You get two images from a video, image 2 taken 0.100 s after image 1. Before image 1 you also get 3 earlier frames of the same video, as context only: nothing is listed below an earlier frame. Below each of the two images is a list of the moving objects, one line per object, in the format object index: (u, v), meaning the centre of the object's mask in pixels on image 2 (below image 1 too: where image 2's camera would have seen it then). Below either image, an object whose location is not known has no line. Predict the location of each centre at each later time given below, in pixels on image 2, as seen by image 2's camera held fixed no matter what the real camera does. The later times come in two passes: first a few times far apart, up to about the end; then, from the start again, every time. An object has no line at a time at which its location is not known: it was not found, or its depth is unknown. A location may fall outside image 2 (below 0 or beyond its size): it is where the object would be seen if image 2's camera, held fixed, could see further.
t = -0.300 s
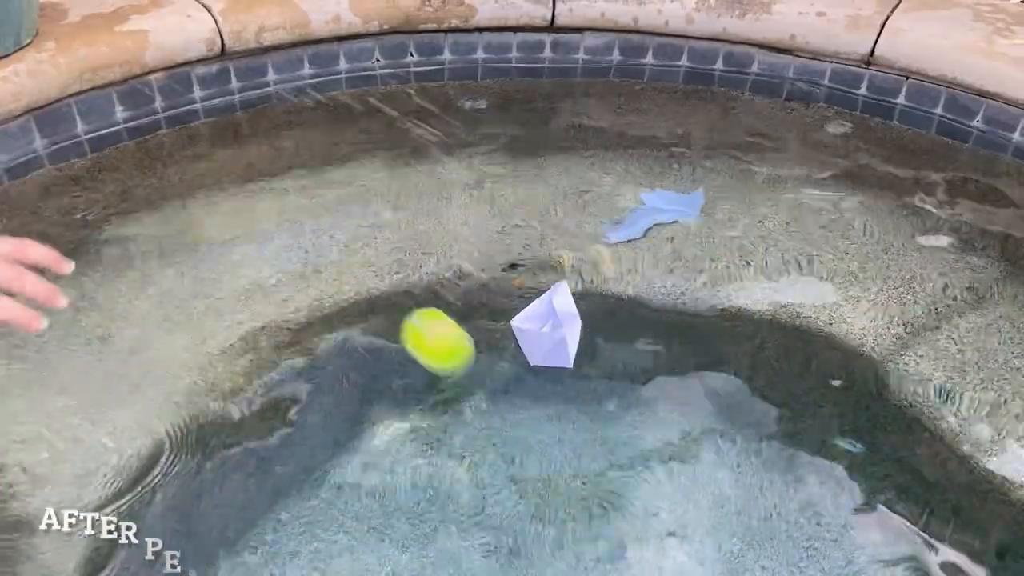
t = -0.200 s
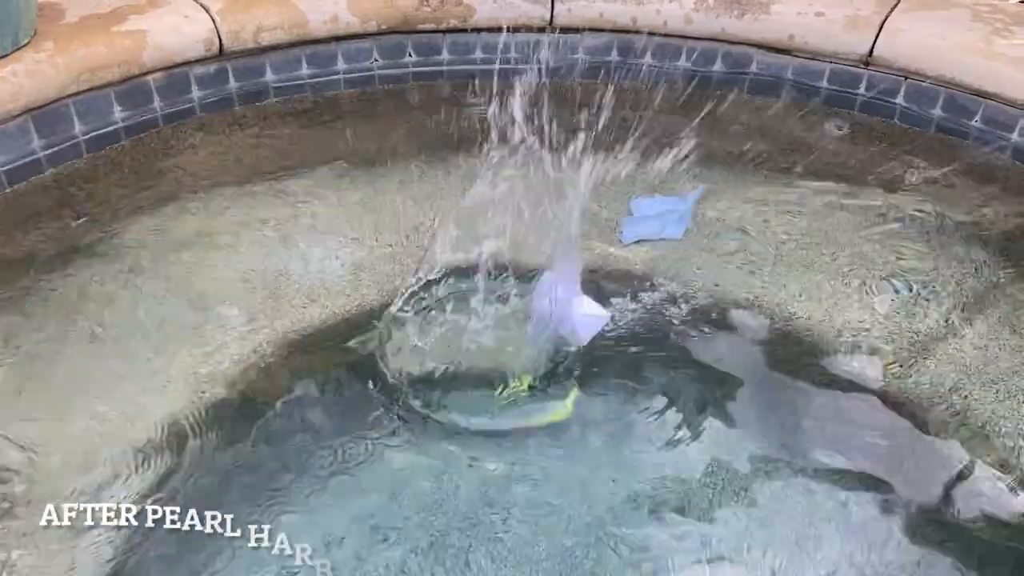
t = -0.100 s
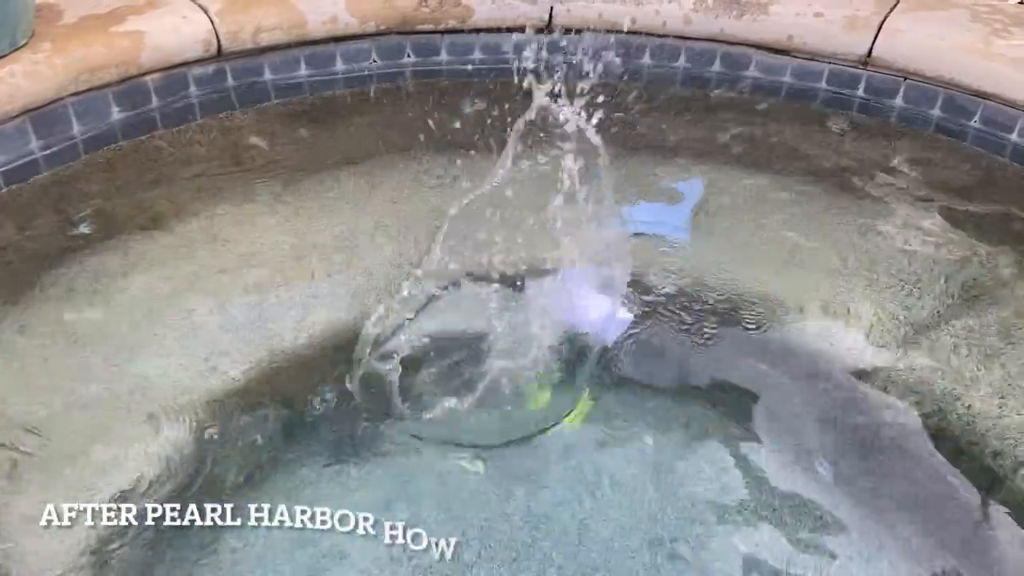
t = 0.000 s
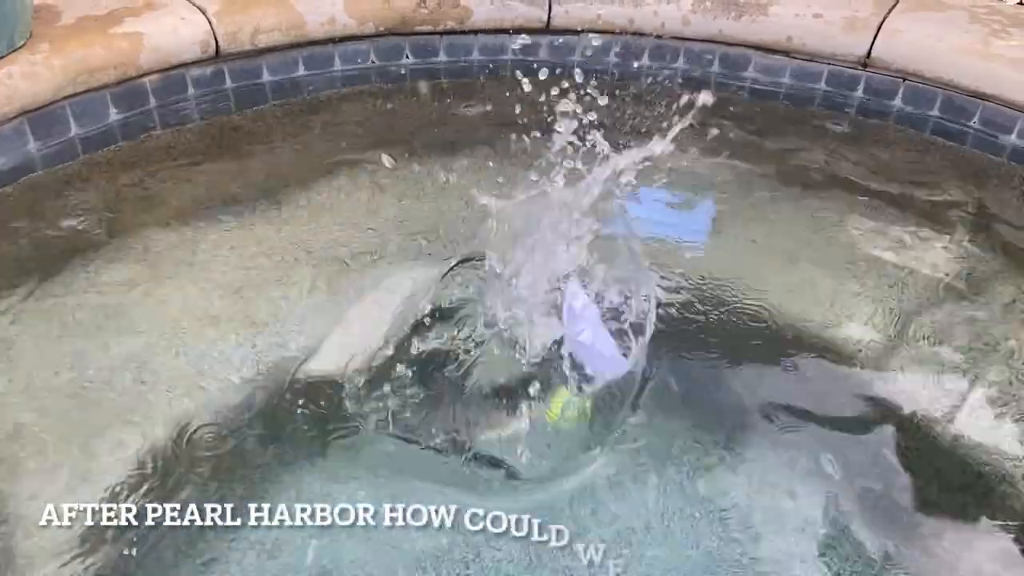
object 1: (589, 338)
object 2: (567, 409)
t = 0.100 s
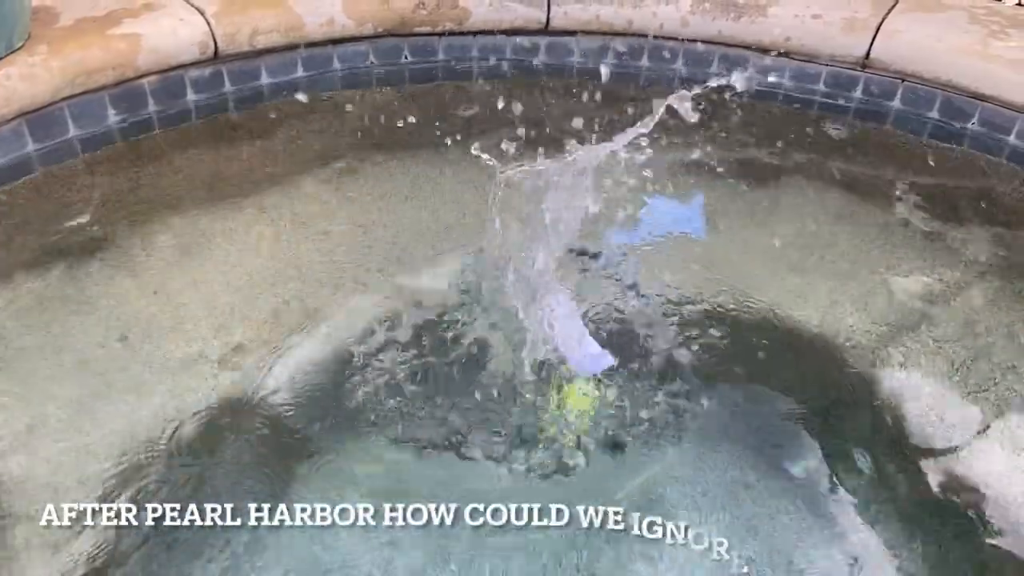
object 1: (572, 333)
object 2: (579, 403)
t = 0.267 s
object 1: (604, 305)
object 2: (573, 360)
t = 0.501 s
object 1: (675, 295)
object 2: (563, 335)
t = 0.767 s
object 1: (683, 299)
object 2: (556, 364)
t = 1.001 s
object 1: (698, 289)
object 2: (552, 364)
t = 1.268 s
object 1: (706, 292)
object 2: (547, 382)
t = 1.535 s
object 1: (707, 281)
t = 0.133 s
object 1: (576, 336)
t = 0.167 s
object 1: (584, 331)
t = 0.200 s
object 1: (598, 330)
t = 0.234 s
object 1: (609, 323)
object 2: (566, 367)
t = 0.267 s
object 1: (604, 305)
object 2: (573, 360)
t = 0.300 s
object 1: (616, 299)
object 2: (578, 352)
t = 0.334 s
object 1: (624, 294)
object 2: (573, 342)
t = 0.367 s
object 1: (635, 288)
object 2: (577, 342)
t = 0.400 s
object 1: (648, 288)
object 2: (575, 340)
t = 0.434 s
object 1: (657, 288)
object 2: (572, 337)
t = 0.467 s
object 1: (668, 293)
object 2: (567, 336)
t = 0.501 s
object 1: (675, 295)
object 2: (563, 335)
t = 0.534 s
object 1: (681, 298)
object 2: (562, 336)
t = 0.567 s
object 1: (684, 300)
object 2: (556, 339)
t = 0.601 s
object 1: (684, 302)
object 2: (557, 343)
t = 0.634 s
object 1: (685, 303)
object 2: (558, 347)
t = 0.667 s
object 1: (682, 303)
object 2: (558, 352)
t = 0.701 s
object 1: (683, 302)
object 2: (559, 355)
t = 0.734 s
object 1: (683, 301)
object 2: (558, 358)
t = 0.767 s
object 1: (683, 299)
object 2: (556, 364)
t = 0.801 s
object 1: (684, 297)
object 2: (554, 365)
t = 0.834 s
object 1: (686, 295)
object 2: (552, 366)
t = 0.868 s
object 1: (688, 293)
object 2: (551, 366)
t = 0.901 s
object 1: (692, 293)
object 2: (552, 366)
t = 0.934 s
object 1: (693, 290)
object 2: (551, 365)
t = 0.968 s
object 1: (696, 289)
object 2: (551, 364)
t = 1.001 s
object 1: (698, 289)
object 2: (552, 364)
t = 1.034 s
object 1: (698, 290)
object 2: (553, 364)
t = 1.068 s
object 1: (700, 291)
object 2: (554, 366)
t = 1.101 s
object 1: (702, 293)
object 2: (553, 368)
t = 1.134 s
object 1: (703, 294)
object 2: (553, 371)
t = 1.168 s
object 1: (704, 295)
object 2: (552, 374)
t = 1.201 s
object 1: (704, 294)
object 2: (551, 377)
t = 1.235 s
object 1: (707, 295)
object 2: (549, 379)
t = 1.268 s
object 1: (706, 292)
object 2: (547, 382)
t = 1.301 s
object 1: (707, 291)
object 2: (545, 383)
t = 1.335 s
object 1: (707, 289)
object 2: (544, 383)
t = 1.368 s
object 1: (708, 287)
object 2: (545, 382)
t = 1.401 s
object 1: (708, 284)
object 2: (546, 381)
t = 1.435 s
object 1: (708, 284)
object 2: (546, 379)
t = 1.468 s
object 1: (707, 282)
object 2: (547, 377)
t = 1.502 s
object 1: (707, 281)
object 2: (548, 377)
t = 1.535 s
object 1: (707, 281)
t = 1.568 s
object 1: (707, 282)
